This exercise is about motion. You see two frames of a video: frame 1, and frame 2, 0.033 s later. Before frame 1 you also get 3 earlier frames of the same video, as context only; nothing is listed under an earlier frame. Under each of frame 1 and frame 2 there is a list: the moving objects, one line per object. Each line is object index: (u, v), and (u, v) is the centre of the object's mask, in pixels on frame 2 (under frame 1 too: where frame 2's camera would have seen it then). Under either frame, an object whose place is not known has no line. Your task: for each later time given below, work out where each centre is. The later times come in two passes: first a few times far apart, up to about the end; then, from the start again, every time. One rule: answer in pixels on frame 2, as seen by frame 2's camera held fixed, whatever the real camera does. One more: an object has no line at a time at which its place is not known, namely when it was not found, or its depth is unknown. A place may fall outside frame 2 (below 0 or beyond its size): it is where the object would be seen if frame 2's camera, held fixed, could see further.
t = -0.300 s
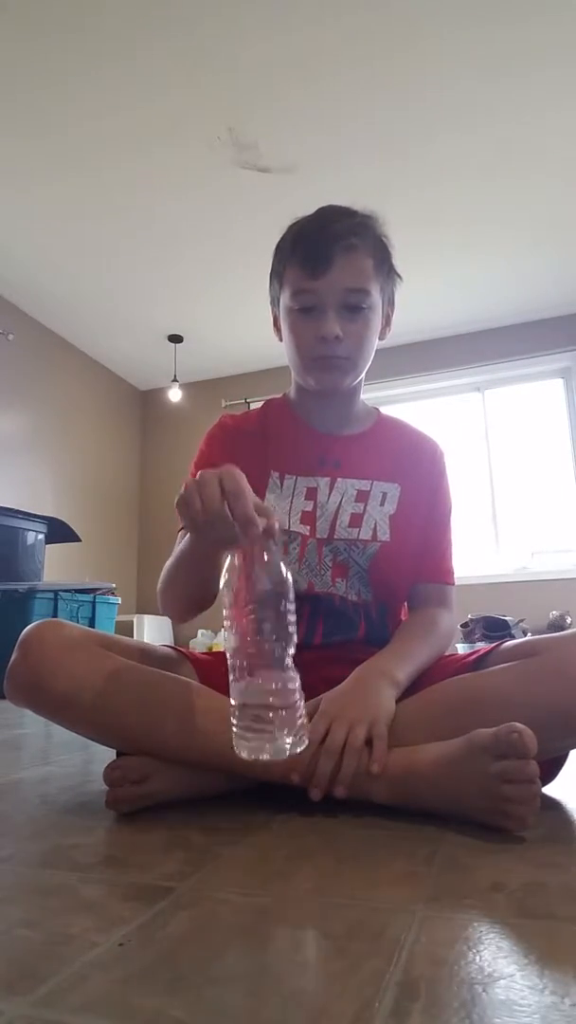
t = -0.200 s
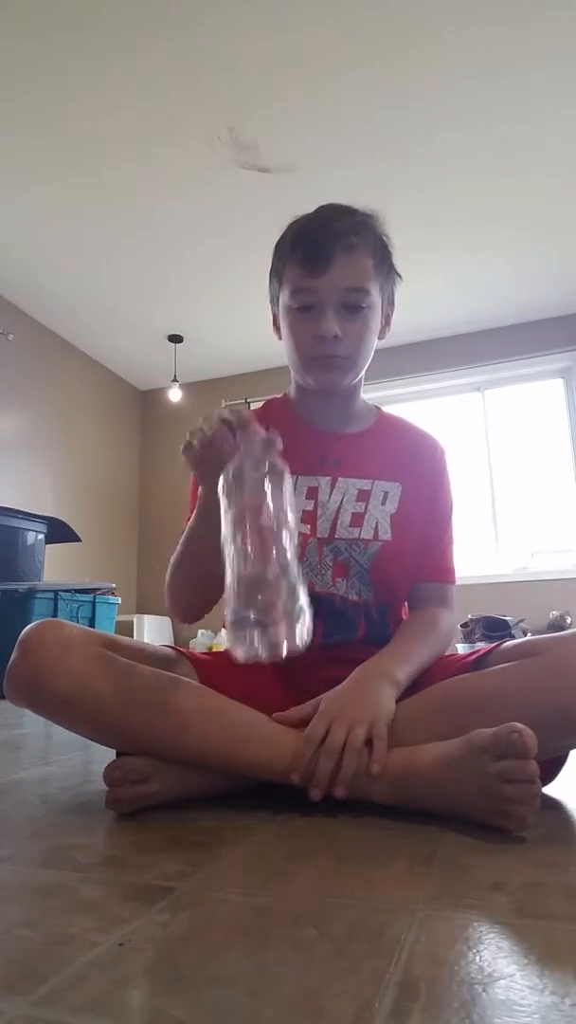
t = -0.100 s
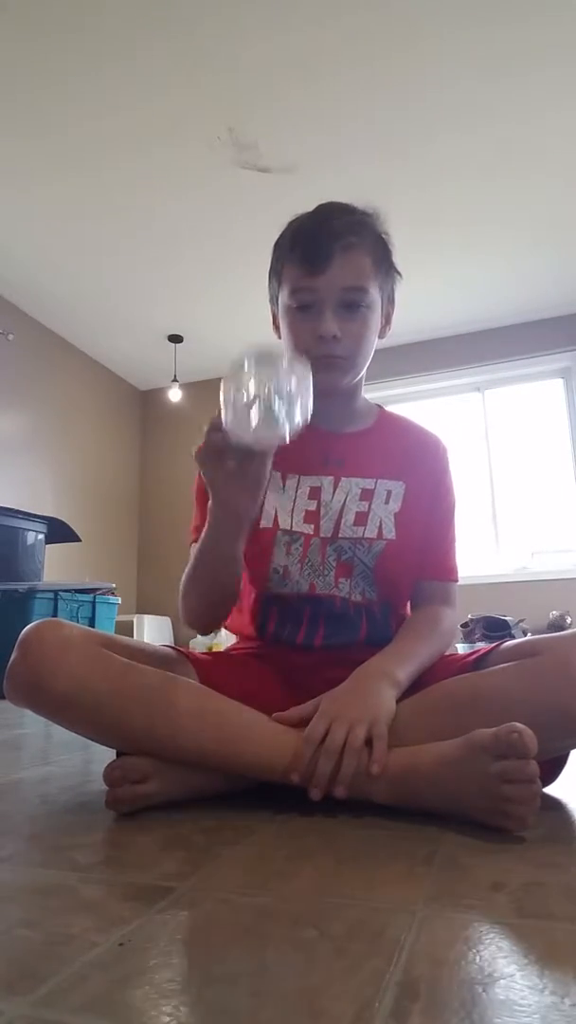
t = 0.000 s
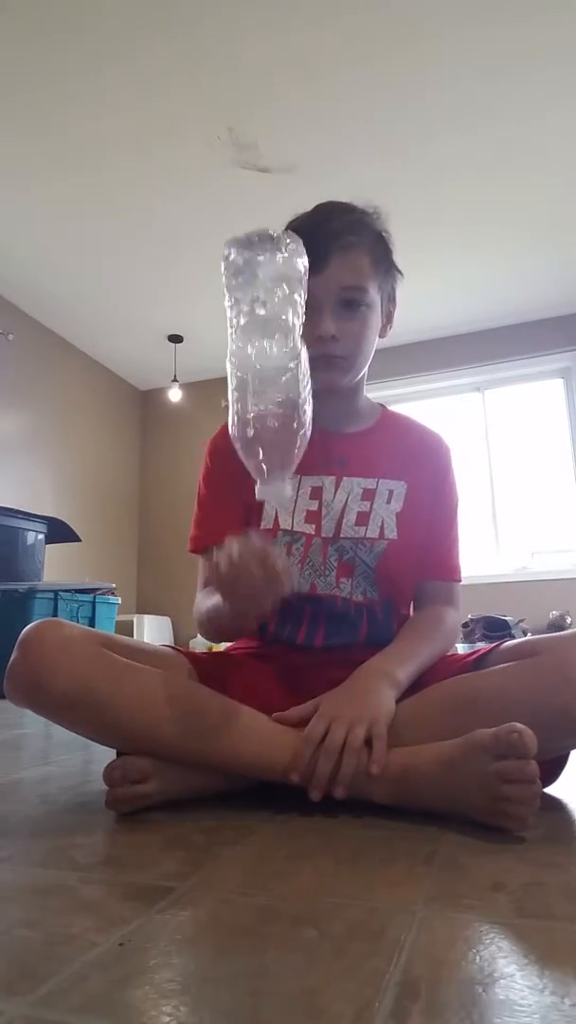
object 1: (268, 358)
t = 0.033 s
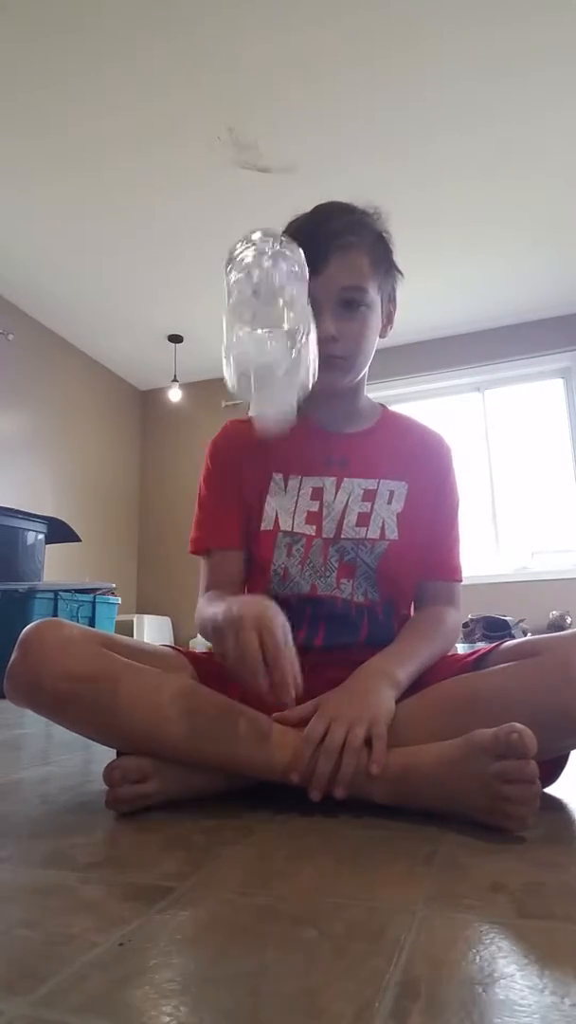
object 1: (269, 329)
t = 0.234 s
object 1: (275, 495)
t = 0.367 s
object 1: (288, 751)
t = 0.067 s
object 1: (268, 276)
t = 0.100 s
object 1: (265, 256)
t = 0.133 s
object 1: (265, 282)
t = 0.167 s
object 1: (267, 334)
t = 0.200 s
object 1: (271, 407)
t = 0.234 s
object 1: (275, 495)
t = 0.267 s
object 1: (278, 602)
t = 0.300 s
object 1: (283, 735)
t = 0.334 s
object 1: (286, 750)
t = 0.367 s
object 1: (288, 751)
